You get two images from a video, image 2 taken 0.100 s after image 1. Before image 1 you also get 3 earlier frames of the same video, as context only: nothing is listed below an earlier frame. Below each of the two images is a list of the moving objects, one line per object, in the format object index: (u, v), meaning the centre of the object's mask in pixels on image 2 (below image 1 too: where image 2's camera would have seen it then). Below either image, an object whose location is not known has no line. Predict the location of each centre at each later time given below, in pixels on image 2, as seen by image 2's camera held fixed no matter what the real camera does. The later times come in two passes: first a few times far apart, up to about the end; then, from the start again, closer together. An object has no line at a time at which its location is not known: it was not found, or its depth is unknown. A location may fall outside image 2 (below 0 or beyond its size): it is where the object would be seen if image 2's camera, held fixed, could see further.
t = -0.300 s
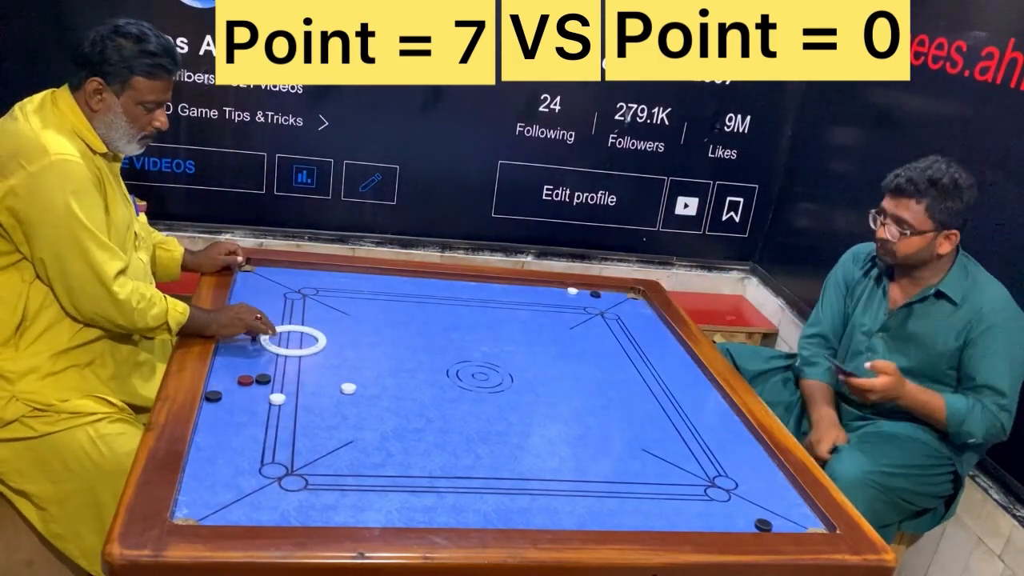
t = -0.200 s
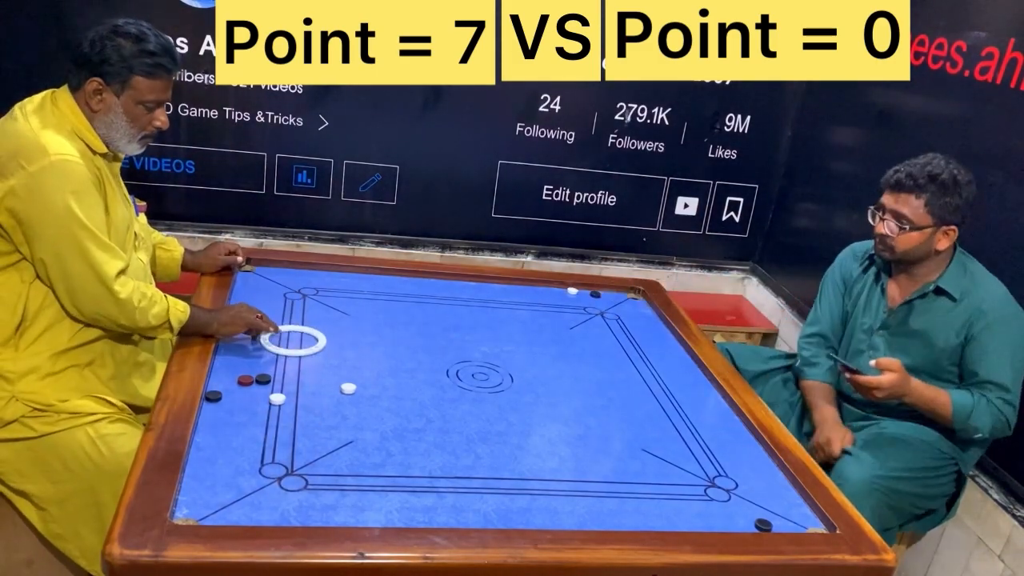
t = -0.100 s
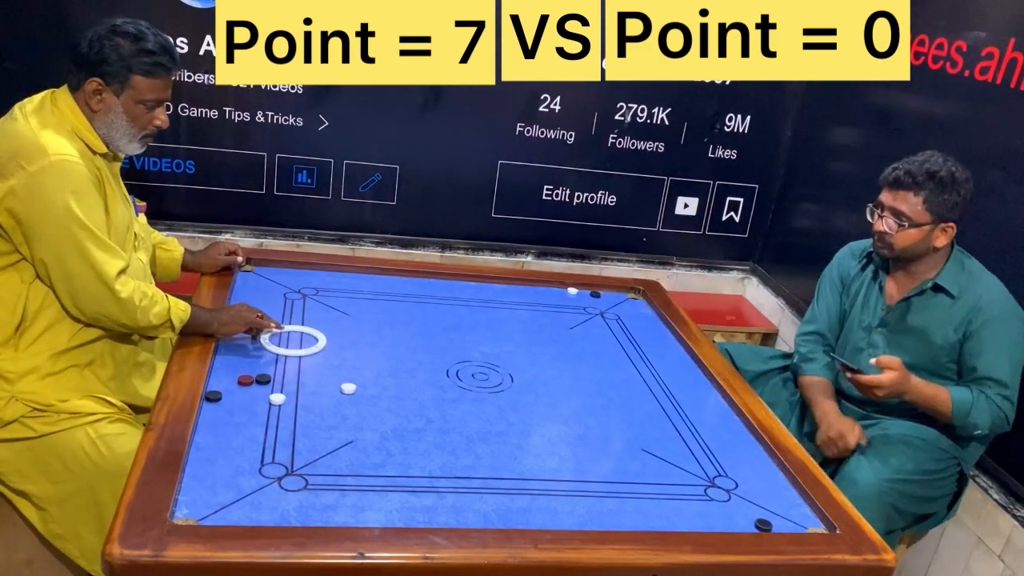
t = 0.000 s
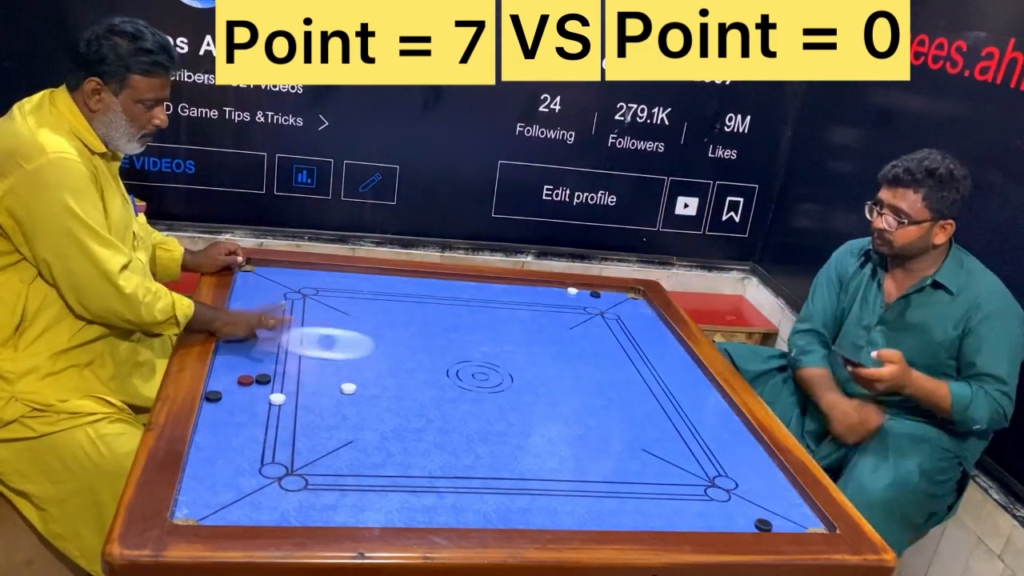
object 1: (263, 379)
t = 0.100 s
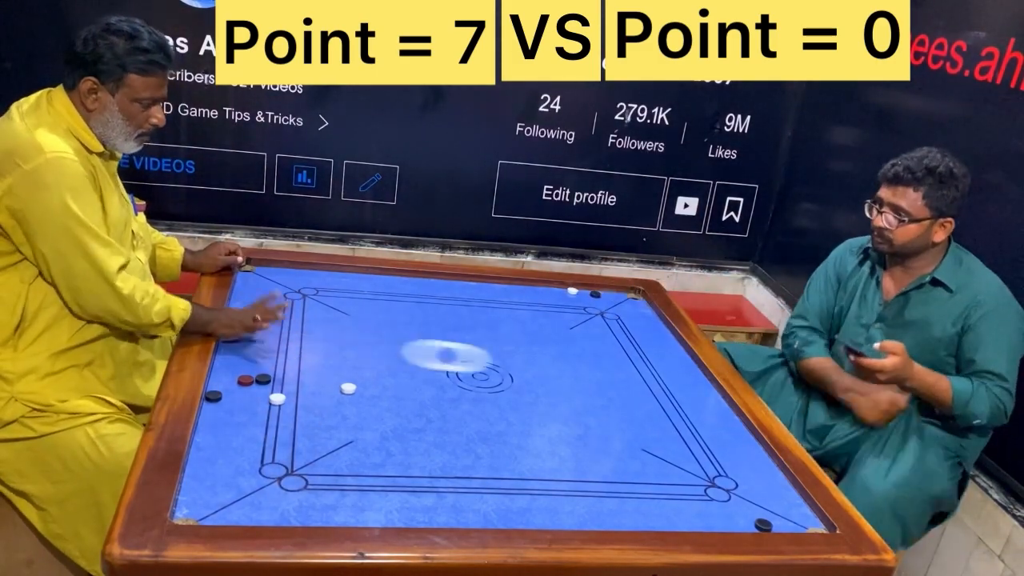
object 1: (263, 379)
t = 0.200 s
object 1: (263, 379)
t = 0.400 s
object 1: (263, 379)
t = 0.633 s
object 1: (263, 379)
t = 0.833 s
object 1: (228, 371)
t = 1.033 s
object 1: (251, 333)
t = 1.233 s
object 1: (280, 309)
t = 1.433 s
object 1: (304, 289)
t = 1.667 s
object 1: (327, 273)
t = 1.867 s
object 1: (340, 285)
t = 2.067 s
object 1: (353, 297)
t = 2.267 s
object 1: (365, 309)
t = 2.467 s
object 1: (376, 321)
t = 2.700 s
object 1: (388, 334)
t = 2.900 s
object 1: (397, 343)
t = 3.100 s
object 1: (403, 352)
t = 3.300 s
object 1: (407, 359)
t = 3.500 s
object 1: (409, 364)
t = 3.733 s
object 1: (411, 368)
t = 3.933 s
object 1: (412, 370)
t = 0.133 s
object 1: (263, 379)
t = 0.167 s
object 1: (263, 379)
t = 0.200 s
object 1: (263, 379)
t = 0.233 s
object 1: (263, 379)
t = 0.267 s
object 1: (263, 379)
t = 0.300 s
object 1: (263, 379)
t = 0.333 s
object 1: (263, 379)
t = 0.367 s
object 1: (263, 379)
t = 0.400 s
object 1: (263, 379)
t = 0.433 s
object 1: (263, 379)
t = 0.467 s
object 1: (263, 379)
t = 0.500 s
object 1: (263, 379)
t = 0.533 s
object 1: (263, 379)
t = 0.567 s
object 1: (263, 379)
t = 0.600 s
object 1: (263, 379)
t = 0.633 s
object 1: (263, 379)
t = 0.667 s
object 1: (263, 379)
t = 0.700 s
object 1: (263, 379)
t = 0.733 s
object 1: (263, 379)
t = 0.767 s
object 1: (262, 378)
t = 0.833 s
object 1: (228, 371)
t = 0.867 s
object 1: (222, 360)
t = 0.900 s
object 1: (226, 353)
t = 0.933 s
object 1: (233, 348)
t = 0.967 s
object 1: (239, 344)
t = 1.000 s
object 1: (246, 337)
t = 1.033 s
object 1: (251, 333)
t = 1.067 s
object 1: (257, 328)
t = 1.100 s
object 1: (262, 324)
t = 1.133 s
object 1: (267, 320)
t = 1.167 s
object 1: (272, 316)
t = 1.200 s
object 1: (276, 312)
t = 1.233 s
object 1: (280, 309)
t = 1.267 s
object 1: (285, 305)
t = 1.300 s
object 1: (289, 302)
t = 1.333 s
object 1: (294, 298)
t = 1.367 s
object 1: (298, 295)
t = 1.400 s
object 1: (301, 292)
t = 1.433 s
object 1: (304, 289)
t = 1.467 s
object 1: (308, 286)
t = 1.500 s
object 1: (312, 283)
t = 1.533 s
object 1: (315, 280)
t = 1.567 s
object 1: (318, 277)
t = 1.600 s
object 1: (321, 275)
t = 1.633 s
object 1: (325, 272)
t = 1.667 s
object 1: (327, 273)
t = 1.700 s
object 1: (329, 275)
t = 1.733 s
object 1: (332, 277)
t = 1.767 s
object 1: (334, 279)
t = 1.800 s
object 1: (336, 281)
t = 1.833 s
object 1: (338, 283)
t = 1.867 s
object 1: (340, 285)
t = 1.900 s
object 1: (342, 287)
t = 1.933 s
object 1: (345, 289)
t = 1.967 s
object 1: (346, 291)
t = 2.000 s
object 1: (349, 293)
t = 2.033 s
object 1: (351, 295)
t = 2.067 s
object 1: (353, 297)
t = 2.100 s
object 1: (355, 299)
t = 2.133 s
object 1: (357, 301)
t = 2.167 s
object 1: (359, 303)
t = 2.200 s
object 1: (361, 305)
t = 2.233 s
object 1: (363, 307)
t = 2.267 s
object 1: (365, 309)
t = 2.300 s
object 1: (367, 311)
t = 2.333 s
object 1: (369, 313)
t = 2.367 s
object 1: (370, 315)
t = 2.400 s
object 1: (372, 317)
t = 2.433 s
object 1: (374, 319)
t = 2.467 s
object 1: (376, 321)
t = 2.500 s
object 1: (378, 323)
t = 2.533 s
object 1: (380, 325)
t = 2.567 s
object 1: (381, 326)
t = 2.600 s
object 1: (383, 328)
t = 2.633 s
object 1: (385, 330)
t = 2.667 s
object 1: (386, 332)
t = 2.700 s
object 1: (388, 334)
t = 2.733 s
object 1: (389, 335)
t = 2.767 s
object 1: (391, 337)
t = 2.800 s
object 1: (392, 339)
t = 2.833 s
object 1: (394, 340)
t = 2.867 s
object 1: (395, 342)
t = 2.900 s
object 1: (397, 343)
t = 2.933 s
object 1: (398, 345)
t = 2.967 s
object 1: (399, 346)
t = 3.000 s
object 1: (400, 348)
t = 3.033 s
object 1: (401, 349)
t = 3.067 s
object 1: (402, 351)
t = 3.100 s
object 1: (403, 352)
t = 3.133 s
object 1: (404, 353)
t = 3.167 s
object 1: (404, 354)
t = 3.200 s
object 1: (405, 356)
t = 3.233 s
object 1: (406, 357)
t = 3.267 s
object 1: (406, 358)
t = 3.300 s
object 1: (407, 359)
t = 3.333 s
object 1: (407, 360)
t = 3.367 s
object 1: (408, 361)
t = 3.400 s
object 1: (408, 362)
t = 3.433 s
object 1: (408, 362)
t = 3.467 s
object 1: (409, 363)
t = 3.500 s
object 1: (409, 364)
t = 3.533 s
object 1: (409, 365)
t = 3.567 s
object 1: (410, 365)
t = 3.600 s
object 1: (410, 366)
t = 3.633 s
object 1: (410, 367)
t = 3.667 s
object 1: (411, 367)
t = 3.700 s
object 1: (411, 368)
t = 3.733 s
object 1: (411, 368)
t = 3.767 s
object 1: (411, 368)
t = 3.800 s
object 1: (411, 369)
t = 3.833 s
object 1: (411, 369)
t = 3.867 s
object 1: (412, 370)
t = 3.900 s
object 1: (412, 370)
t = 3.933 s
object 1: (412, 370)
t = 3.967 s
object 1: (412, 370)
